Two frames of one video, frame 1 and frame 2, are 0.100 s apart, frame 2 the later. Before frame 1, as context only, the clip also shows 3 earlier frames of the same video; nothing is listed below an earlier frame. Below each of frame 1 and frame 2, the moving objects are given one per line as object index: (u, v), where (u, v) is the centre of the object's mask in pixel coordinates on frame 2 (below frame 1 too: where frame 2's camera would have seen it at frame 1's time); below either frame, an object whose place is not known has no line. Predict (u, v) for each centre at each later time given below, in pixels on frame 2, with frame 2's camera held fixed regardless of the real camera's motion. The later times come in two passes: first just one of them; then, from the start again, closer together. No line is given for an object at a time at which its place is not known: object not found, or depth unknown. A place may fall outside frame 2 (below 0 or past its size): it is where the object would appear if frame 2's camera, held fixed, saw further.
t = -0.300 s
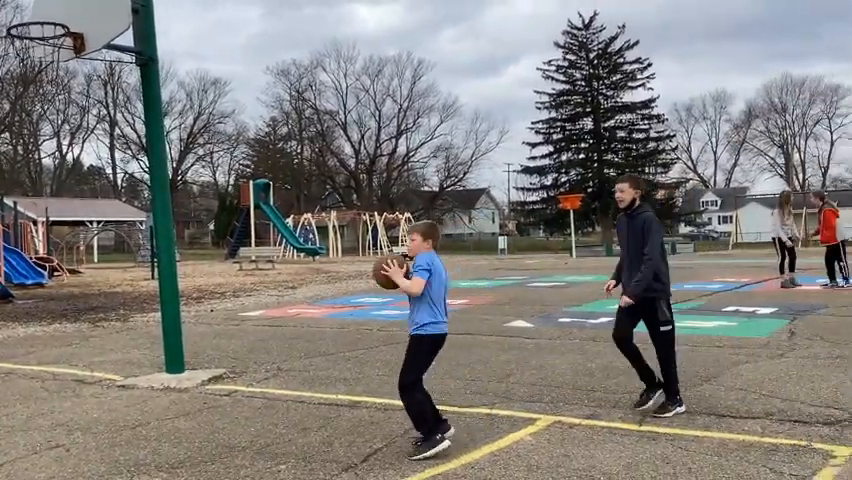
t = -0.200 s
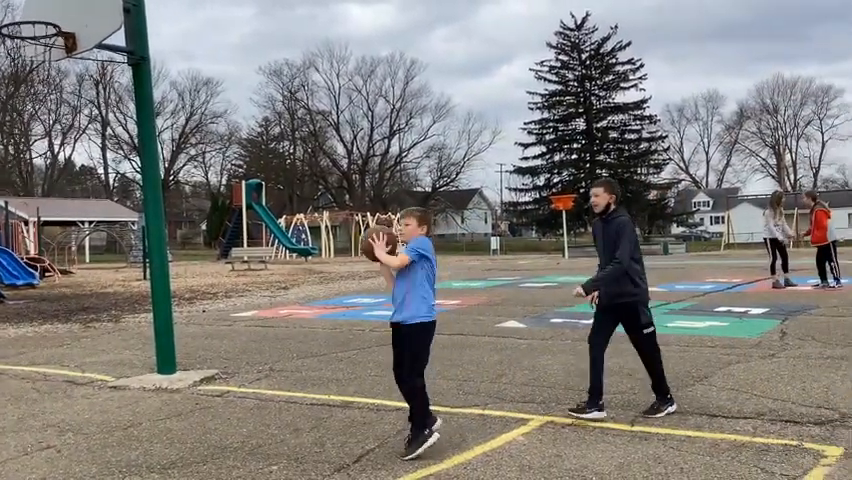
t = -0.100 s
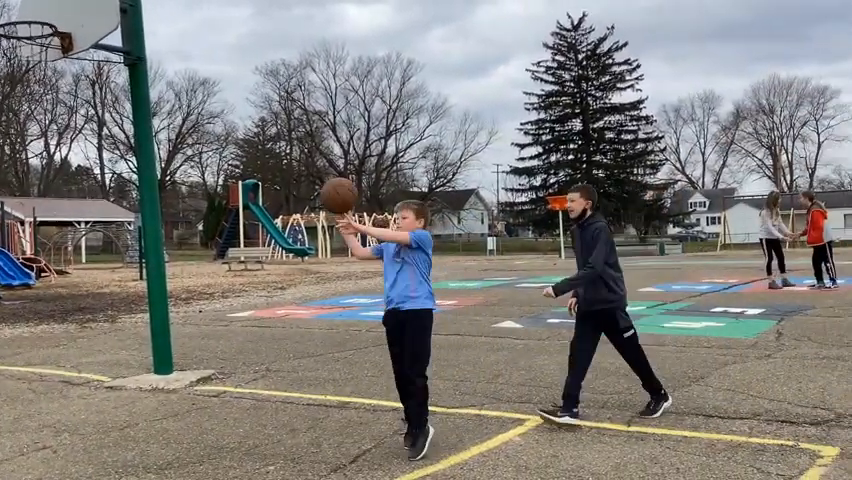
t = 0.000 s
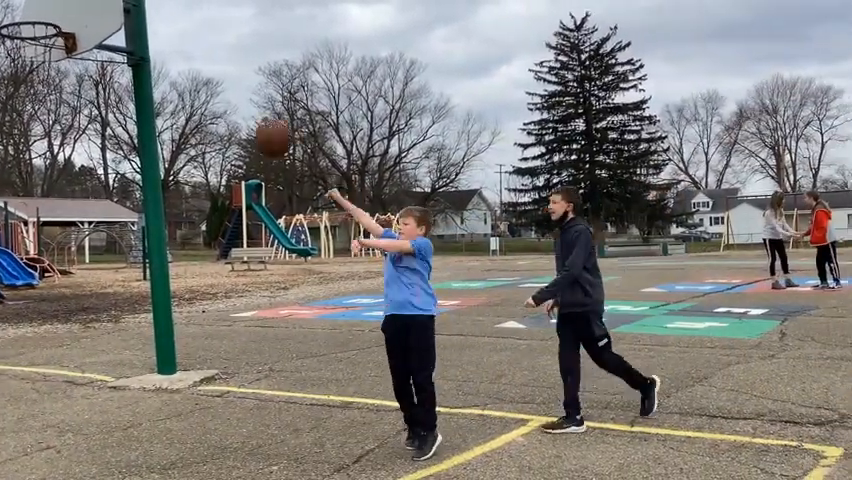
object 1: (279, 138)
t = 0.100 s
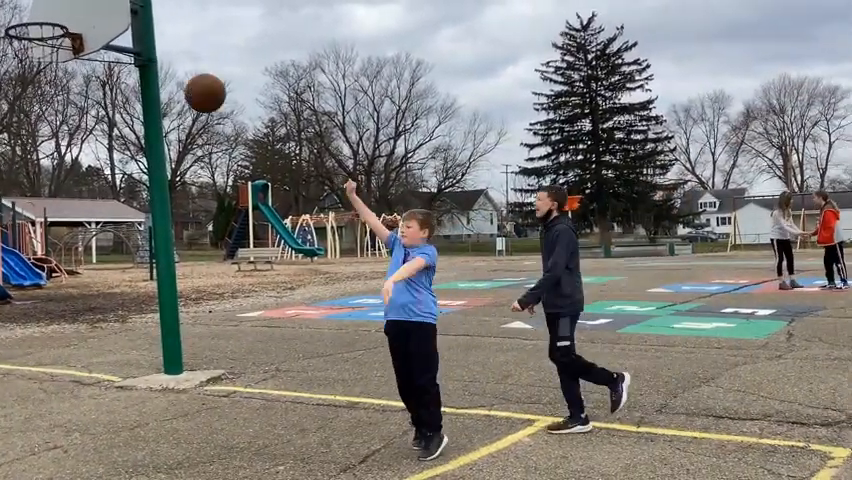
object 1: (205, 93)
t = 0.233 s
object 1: (98, 54)
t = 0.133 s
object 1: (179, 81)
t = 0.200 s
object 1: (126, 62)
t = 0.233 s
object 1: (98, 54)
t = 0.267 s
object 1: (70, 49)
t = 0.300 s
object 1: (42, 45)
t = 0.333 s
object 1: (12, 44)
